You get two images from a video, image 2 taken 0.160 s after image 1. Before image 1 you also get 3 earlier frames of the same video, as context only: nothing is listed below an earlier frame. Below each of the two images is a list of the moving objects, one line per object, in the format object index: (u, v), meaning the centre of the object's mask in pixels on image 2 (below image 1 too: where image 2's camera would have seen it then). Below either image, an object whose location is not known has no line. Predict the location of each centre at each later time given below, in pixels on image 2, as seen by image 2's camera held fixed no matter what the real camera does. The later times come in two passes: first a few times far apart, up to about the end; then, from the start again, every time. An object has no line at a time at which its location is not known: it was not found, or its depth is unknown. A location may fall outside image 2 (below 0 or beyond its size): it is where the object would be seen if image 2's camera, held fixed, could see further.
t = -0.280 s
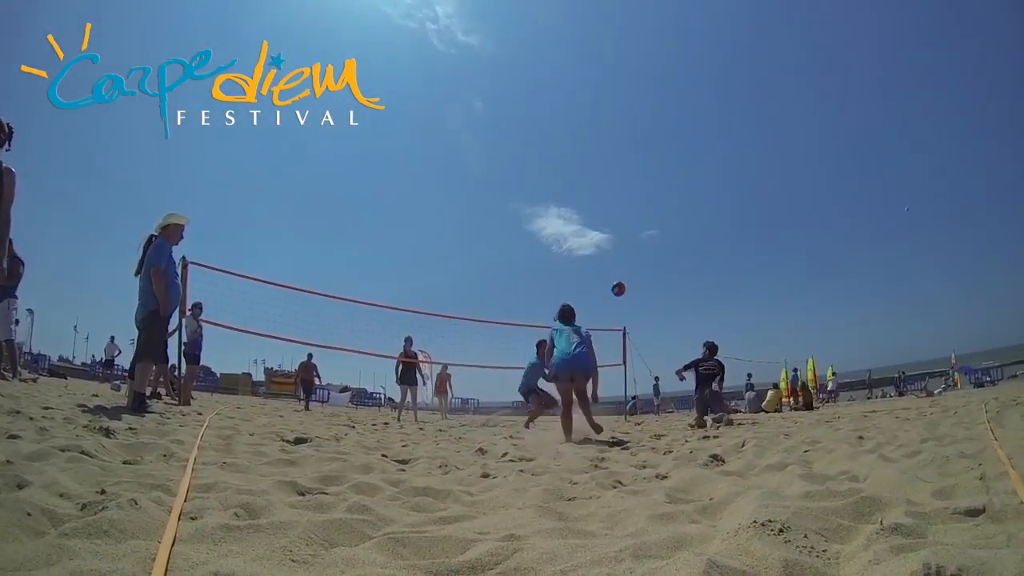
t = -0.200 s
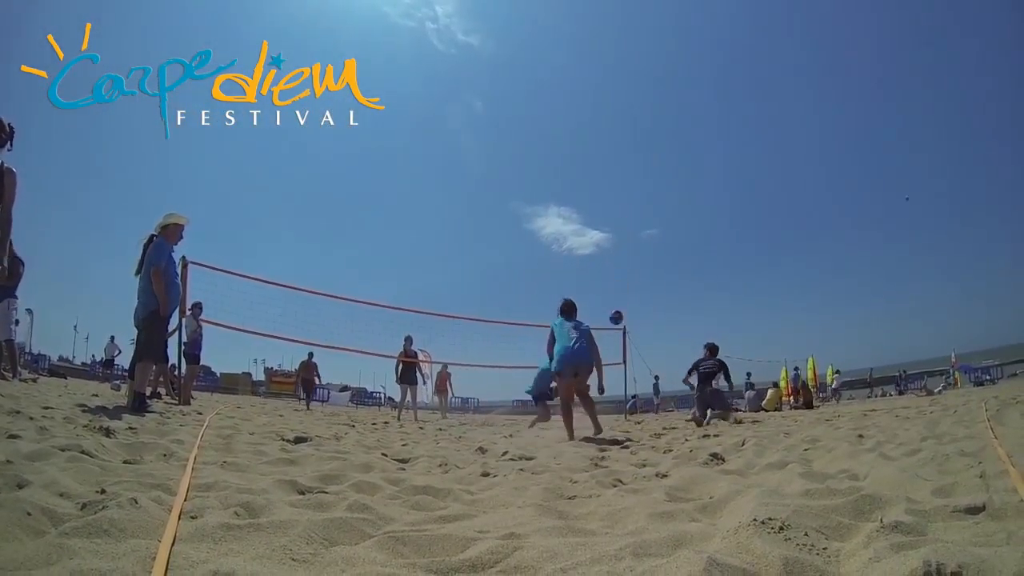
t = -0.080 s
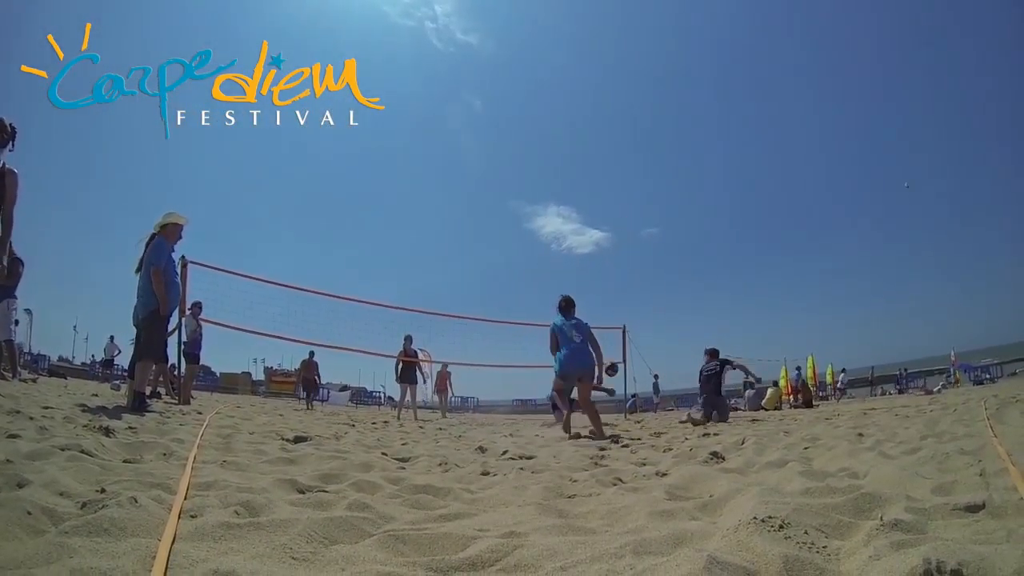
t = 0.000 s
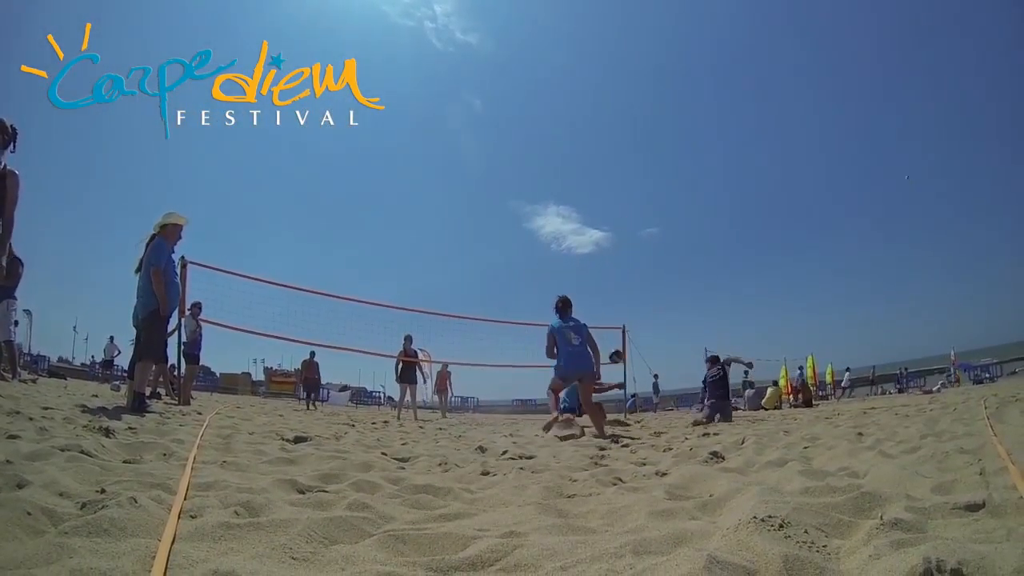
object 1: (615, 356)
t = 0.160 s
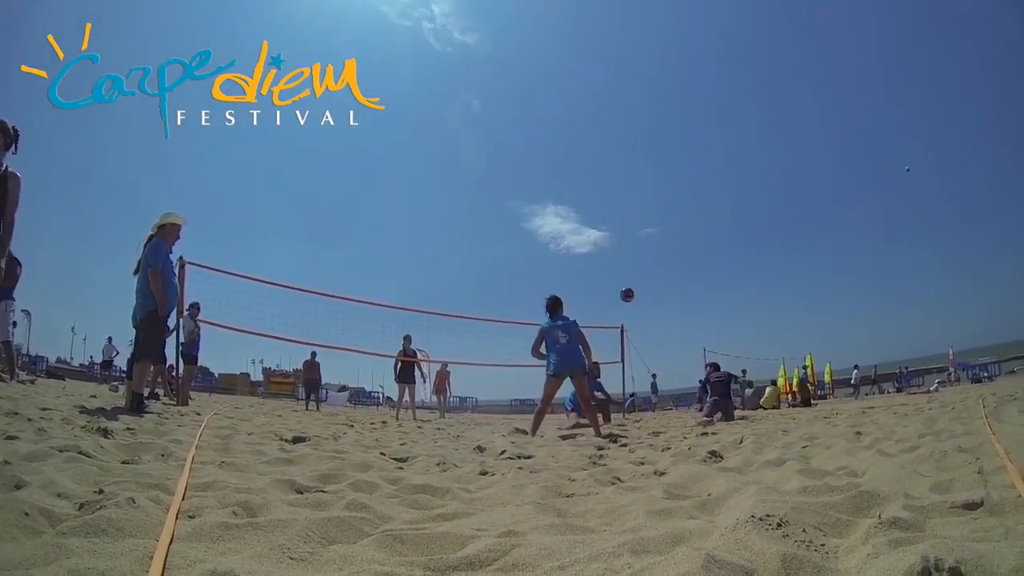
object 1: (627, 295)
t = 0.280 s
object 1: (637, 259)
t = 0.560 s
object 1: (660, 214)
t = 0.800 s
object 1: (685, 218)
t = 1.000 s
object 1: (706, 256)
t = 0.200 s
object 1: (630, 282)
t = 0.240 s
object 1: (633, 270)
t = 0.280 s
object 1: (637, 259)
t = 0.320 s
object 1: (640, 250)
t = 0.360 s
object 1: (643, 241)
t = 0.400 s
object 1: (646, 234)
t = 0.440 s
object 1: (649, 227)
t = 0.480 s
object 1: (653, 222)
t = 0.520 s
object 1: (656, 217)
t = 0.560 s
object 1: (660, 214)
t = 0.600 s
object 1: (664, 211)
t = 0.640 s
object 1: (668, 210)
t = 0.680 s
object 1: (673, 210)
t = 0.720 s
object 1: (676, 211)
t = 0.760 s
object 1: (681, 214)
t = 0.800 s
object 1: (685, 218)
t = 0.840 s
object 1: (689, 223)
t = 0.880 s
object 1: (692, 229)
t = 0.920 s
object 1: (697, 237)
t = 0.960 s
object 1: (701, 245)
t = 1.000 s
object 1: (706, 256)
